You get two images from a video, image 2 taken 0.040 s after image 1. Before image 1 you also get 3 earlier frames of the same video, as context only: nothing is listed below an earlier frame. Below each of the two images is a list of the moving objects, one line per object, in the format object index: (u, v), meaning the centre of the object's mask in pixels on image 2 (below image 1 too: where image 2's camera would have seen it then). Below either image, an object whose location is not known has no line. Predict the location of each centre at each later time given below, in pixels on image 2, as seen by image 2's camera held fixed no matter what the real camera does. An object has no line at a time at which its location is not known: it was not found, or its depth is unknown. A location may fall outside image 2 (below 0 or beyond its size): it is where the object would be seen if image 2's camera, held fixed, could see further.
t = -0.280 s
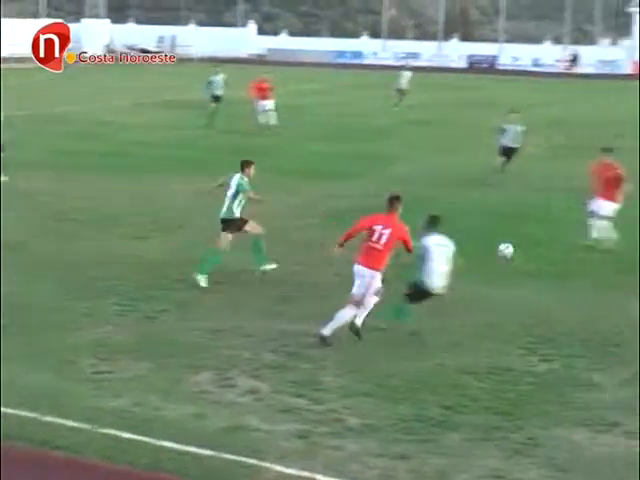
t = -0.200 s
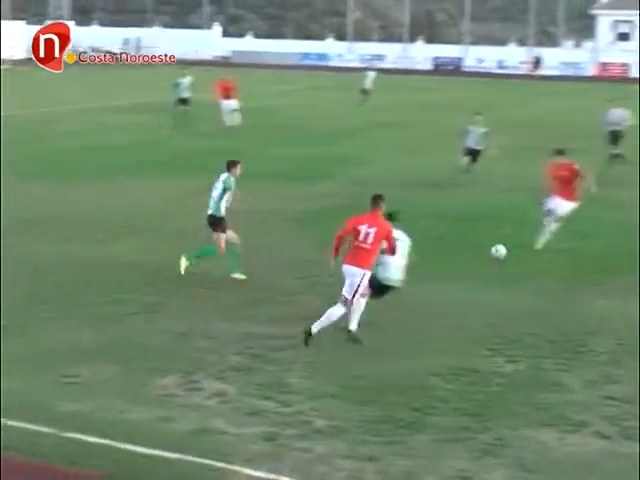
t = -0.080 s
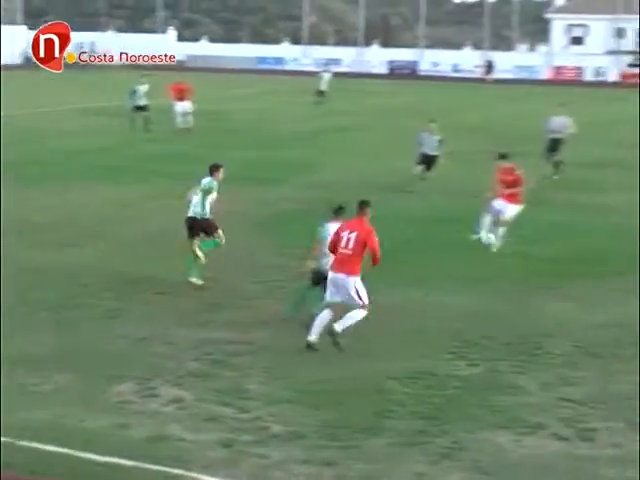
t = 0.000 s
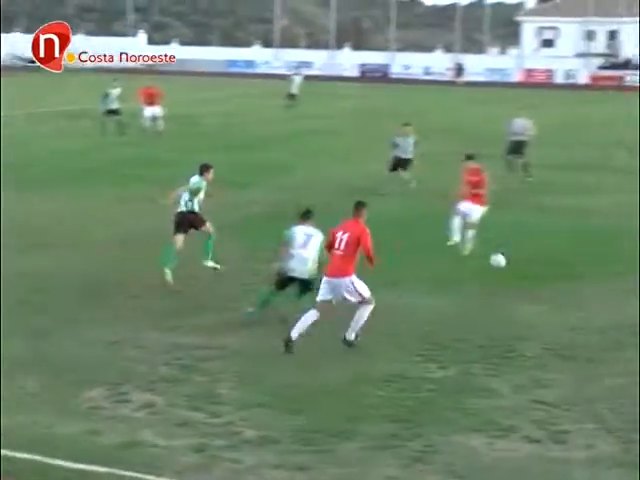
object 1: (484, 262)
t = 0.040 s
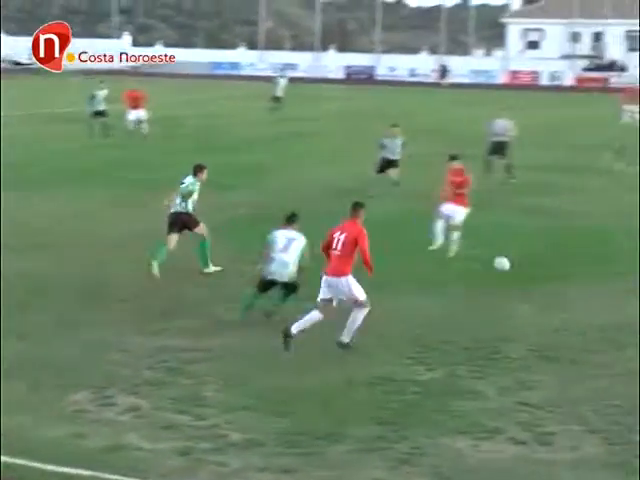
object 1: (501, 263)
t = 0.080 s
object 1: (519, 266)
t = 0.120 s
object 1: (538, 271)
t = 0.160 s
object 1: (558, 276)
